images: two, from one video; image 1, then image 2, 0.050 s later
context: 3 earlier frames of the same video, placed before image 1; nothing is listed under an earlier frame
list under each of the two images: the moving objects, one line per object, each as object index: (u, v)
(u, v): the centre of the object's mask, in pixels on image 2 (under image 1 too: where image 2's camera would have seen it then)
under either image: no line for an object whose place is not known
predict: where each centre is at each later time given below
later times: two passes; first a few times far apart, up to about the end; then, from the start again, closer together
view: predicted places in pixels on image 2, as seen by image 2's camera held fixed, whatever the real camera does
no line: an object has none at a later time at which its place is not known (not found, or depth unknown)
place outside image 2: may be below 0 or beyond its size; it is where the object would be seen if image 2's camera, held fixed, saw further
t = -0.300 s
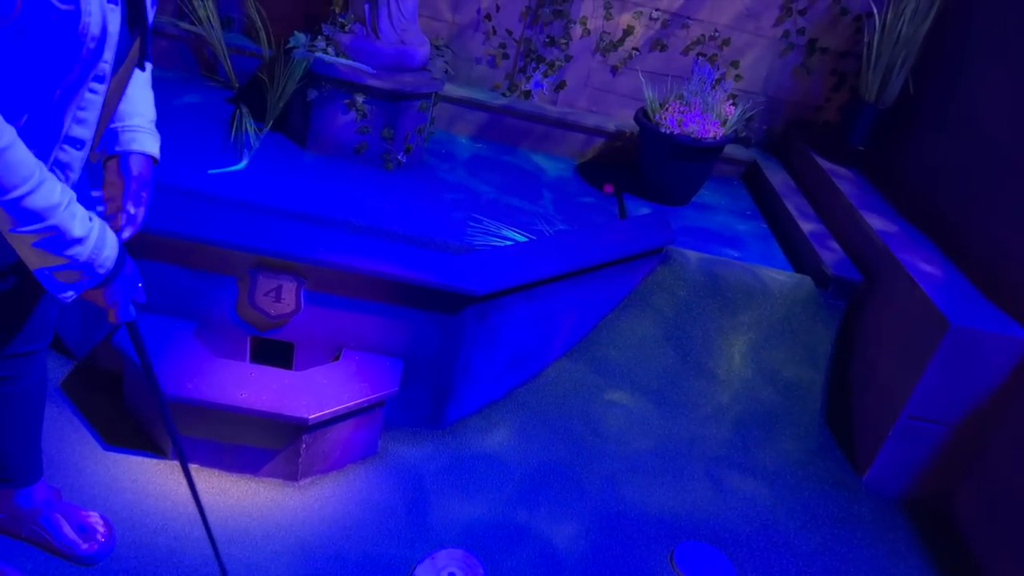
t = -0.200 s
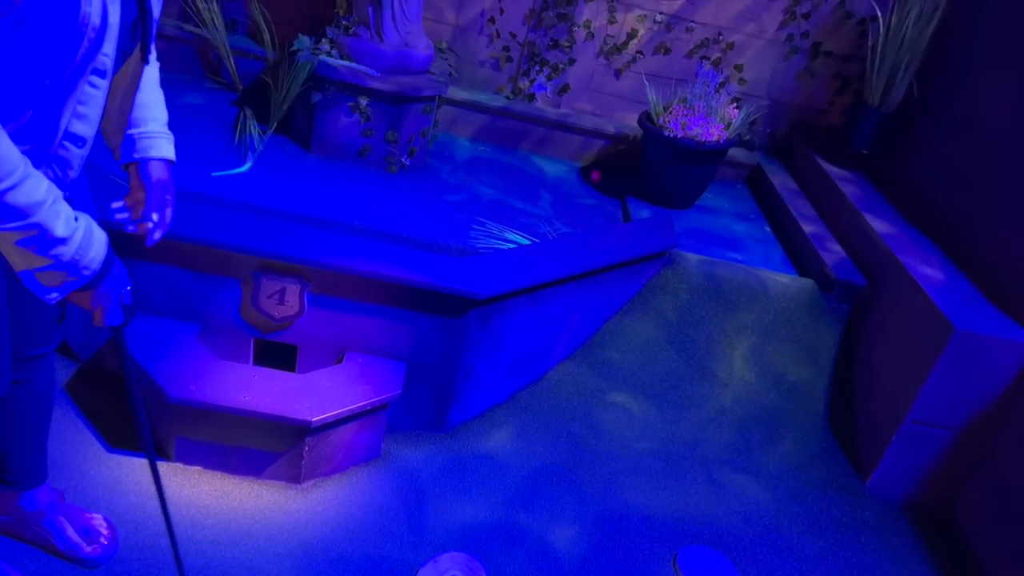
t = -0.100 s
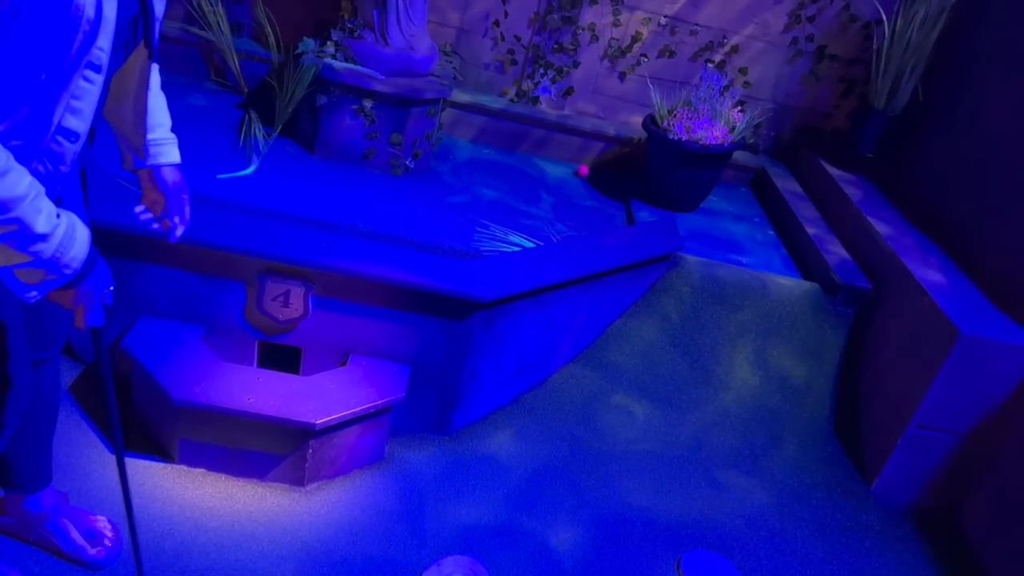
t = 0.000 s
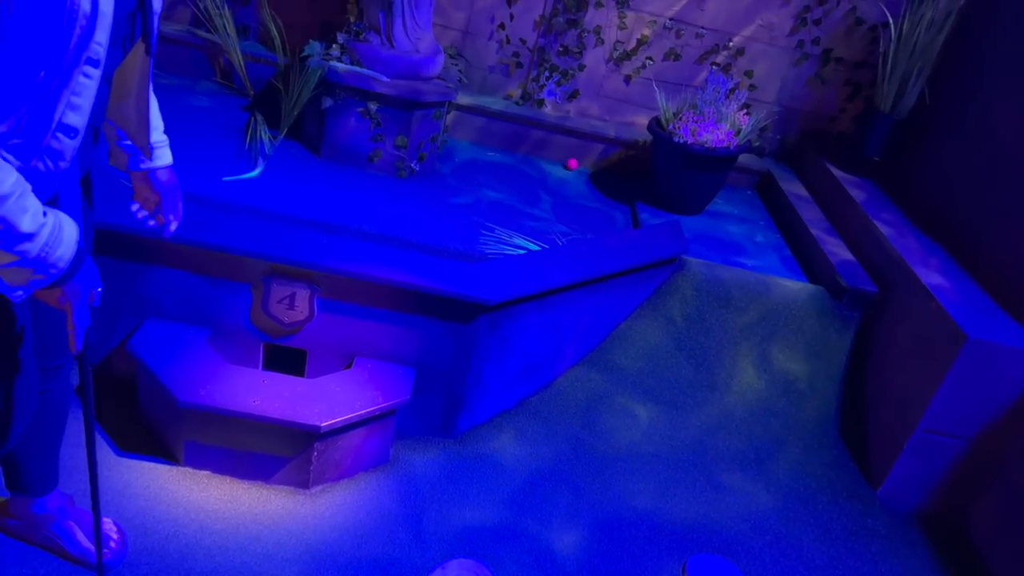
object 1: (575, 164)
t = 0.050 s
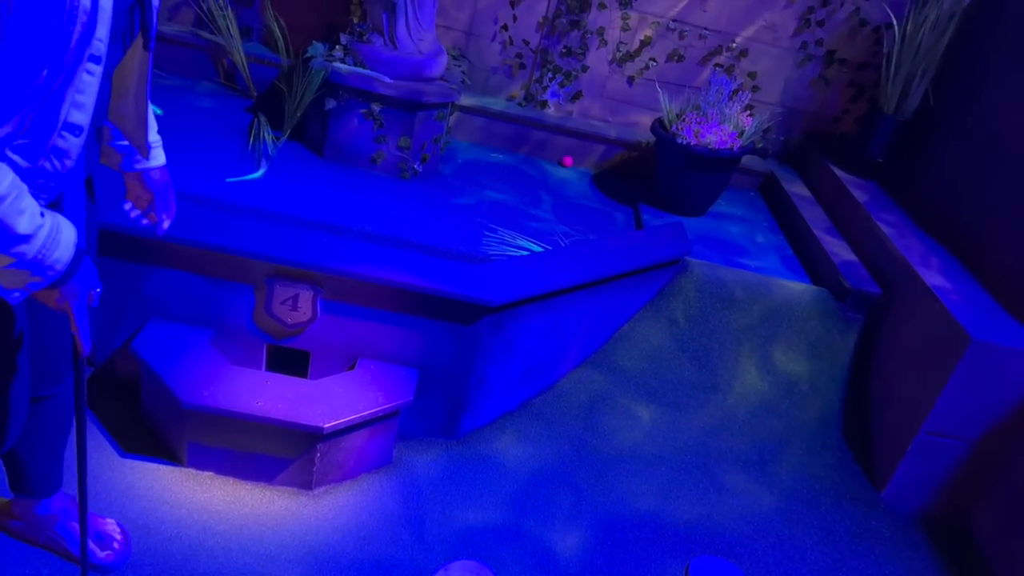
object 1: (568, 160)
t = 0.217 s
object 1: (546, 156)
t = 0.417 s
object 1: (520, 156)
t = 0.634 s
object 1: (496, 160)
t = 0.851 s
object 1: (477, 164)
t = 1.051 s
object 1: (460, 171)
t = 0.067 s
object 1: (566, 159)
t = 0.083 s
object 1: (566, 156)
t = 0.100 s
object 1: (563, 157)
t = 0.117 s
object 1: (560, 157)
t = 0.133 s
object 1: (557, 157)
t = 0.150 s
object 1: (555, 157)
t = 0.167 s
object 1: (553, 157)
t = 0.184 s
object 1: (551, 156)
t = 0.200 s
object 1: (548, 156)
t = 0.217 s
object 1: (546, 156)
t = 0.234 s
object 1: (544, 156)
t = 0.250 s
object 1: (541, 156)
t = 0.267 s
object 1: (539, 156)
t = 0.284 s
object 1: (536, 156)
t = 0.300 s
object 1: (534, 156)
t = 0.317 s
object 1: (532, 156)
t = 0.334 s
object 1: (530, 156)
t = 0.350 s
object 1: (528, 156)
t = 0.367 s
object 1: (526, 156)
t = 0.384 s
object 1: (524, 156)
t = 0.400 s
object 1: (522, 156)
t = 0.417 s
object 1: (520, 156)
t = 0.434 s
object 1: (518, 156)
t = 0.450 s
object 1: (516, 157)
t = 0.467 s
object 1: (514, 157)
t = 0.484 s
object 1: (512, 157)
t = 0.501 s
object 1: (510, 157)
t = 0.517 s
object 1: (509, 158)
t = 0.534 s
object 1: (507, 158)
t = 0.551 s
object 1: (505, 158)
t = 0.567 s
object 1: (503, 159)
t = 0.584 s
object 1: (501, 159)
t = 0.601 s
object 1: (499, 159)
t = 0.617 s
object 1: (498, 159)
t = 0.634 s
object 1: (496, 160)
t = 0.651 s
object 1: (495, 160)
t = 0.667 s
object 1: (493, 160)
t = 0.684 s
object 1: (491, 160)
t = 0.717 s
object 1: (489, 161)
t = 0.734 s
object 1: (488, 161)
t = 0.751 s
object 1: (486, 162)
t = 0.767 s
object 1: (485, 162)
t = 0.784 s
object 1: (483, 163)
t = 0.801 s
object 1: (482, 163)
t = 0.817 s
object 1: (480, 163)
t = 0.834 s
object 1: (479, 164)
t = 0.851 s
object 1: (477, 164)
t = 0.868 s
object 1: (476, 165)
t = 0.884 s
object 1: (474, 165)
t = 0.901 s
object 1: (473, 166)
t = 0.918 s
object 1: (471, 166)
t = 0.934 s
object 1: (470, 167)
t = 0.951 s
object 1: (468, 167)
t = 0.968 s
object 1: (467, 168)
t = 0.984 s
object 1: (466, 168)
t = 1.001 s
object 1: (464, 169)
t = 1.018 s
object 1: (463, 170)
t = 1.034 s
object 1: (462, 170)
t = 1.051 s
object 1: (460, 171)
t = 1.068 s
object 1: (459, 172)
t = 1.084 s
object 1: (458, 172)
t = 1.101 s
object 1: (457, 173)
